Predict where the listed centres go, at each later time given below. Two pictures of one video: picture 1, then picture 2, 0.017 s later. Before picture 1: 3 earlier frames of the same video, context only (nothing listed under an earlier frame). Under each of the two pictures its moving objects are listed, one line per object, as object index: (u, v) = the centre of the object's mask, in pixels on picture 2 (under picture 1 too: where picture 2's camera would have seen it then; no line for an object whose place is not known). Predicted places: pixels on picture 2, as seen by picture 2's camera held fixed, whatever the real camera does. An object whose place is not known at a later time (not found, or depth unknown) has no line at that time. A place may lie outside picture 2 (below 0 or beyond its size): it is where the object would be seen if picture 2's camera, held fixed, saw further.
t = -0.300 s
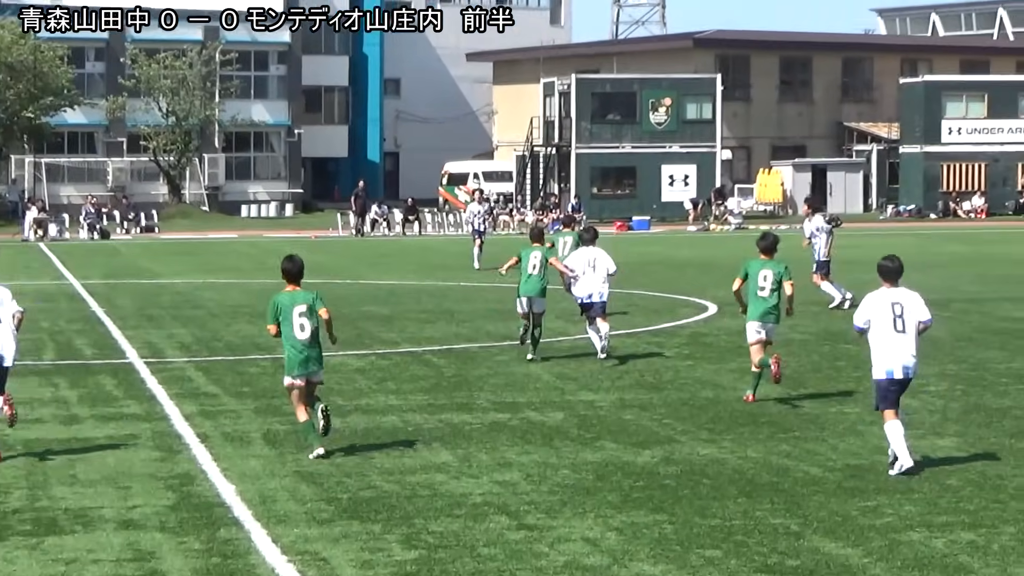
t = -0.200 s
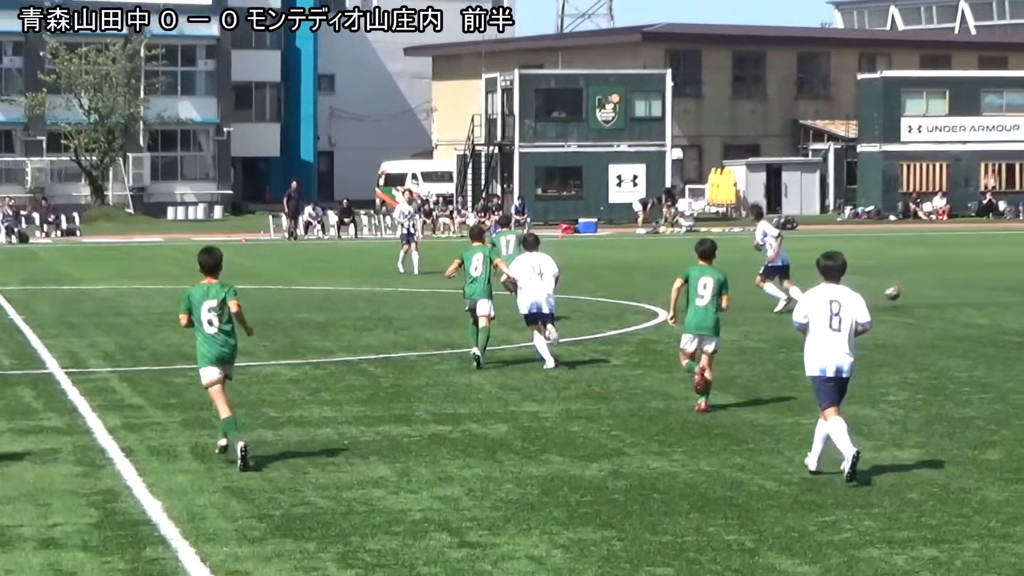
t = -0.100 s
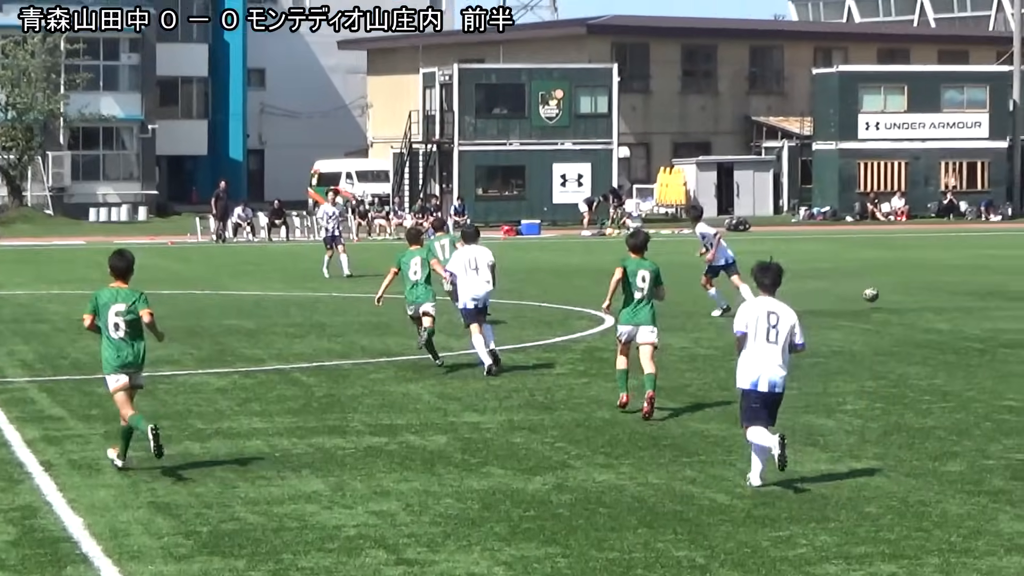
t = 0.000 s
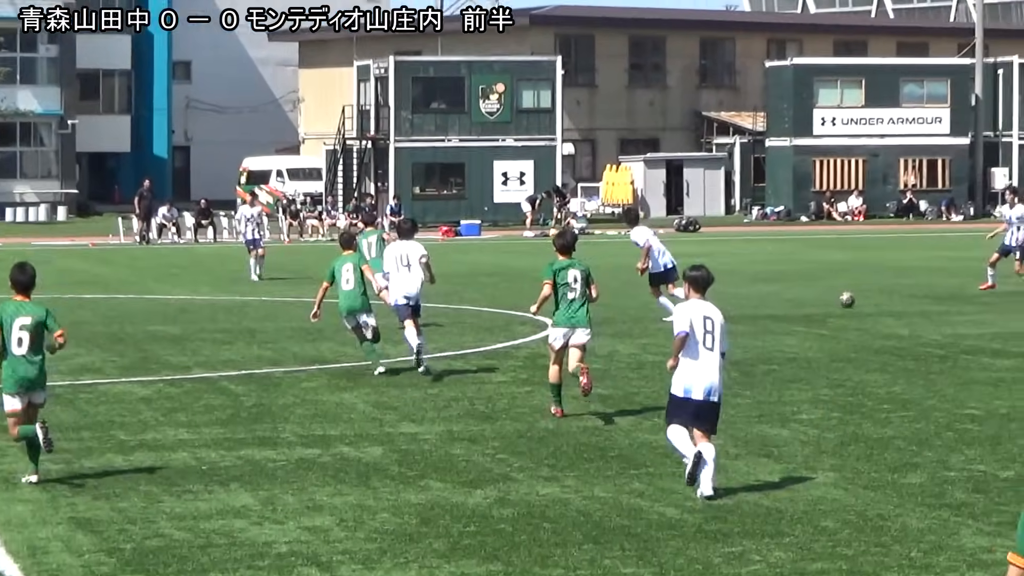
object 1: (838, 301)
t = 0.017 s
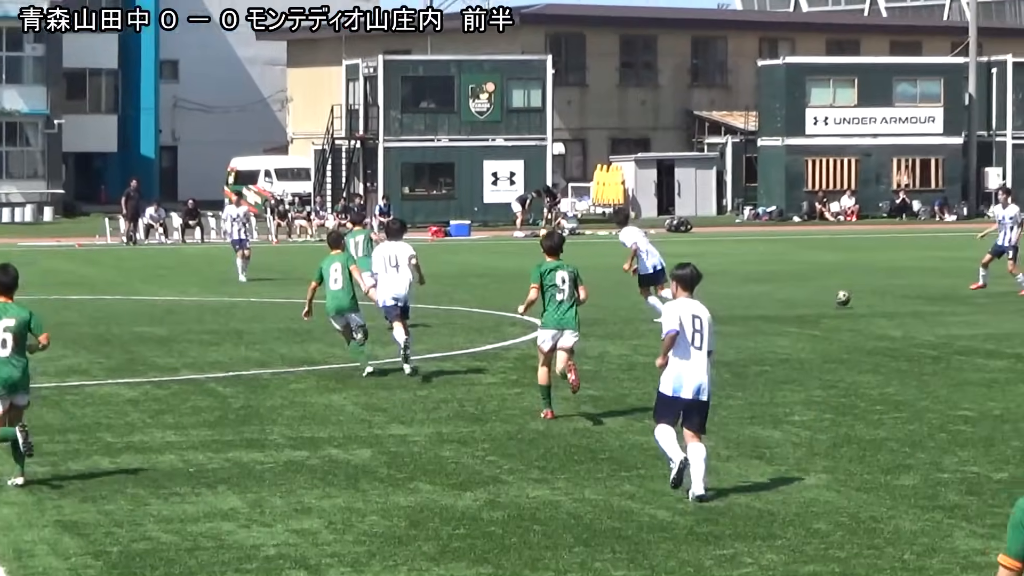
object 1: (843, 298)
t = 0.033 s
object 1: (846, 295)
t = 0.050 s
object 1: (850, 294)
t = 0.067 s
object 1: (853, 292)
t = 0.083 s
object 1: (858, 290)
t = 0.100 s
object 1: (862, 289)
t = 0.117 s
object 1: (865, 287)
